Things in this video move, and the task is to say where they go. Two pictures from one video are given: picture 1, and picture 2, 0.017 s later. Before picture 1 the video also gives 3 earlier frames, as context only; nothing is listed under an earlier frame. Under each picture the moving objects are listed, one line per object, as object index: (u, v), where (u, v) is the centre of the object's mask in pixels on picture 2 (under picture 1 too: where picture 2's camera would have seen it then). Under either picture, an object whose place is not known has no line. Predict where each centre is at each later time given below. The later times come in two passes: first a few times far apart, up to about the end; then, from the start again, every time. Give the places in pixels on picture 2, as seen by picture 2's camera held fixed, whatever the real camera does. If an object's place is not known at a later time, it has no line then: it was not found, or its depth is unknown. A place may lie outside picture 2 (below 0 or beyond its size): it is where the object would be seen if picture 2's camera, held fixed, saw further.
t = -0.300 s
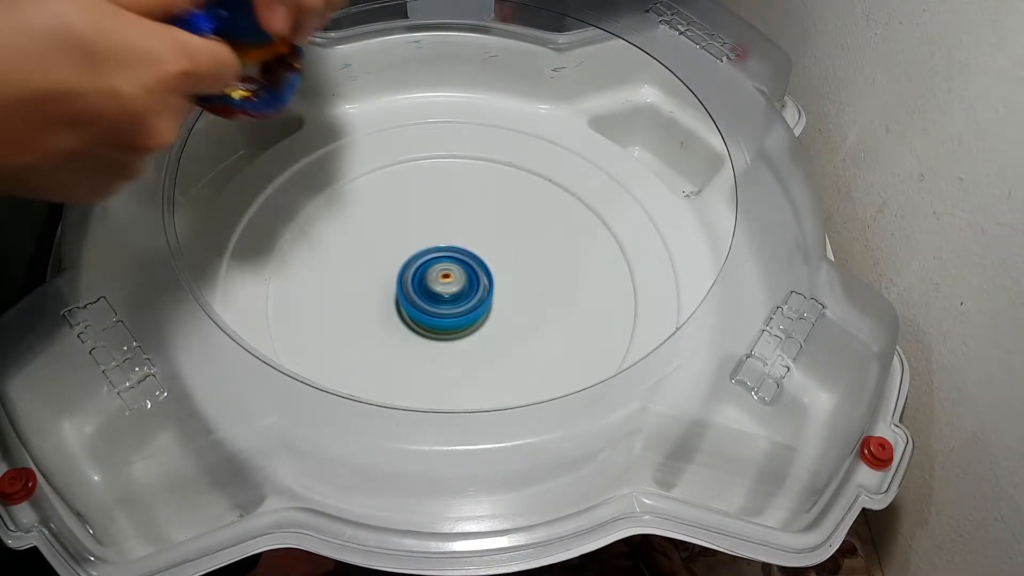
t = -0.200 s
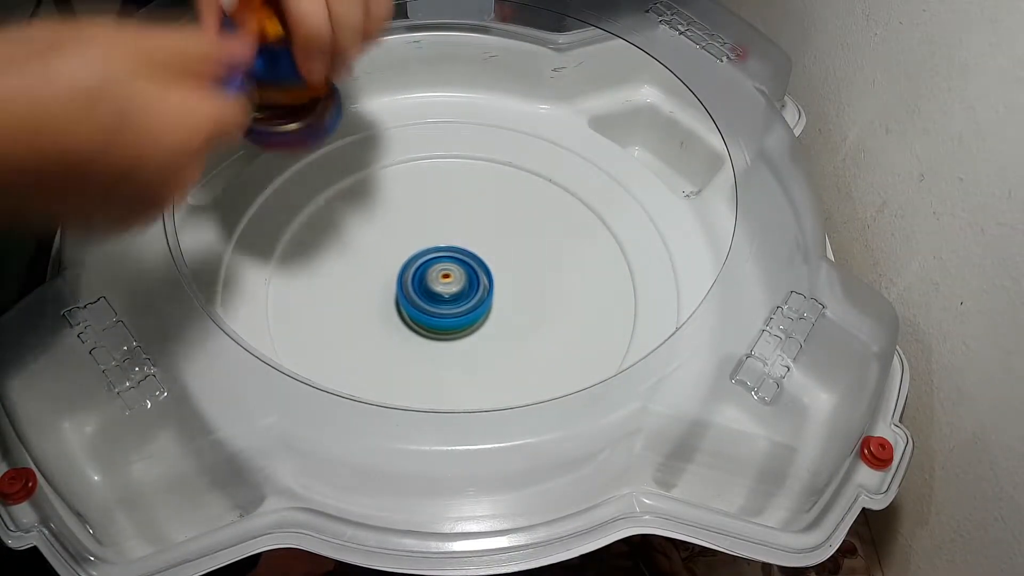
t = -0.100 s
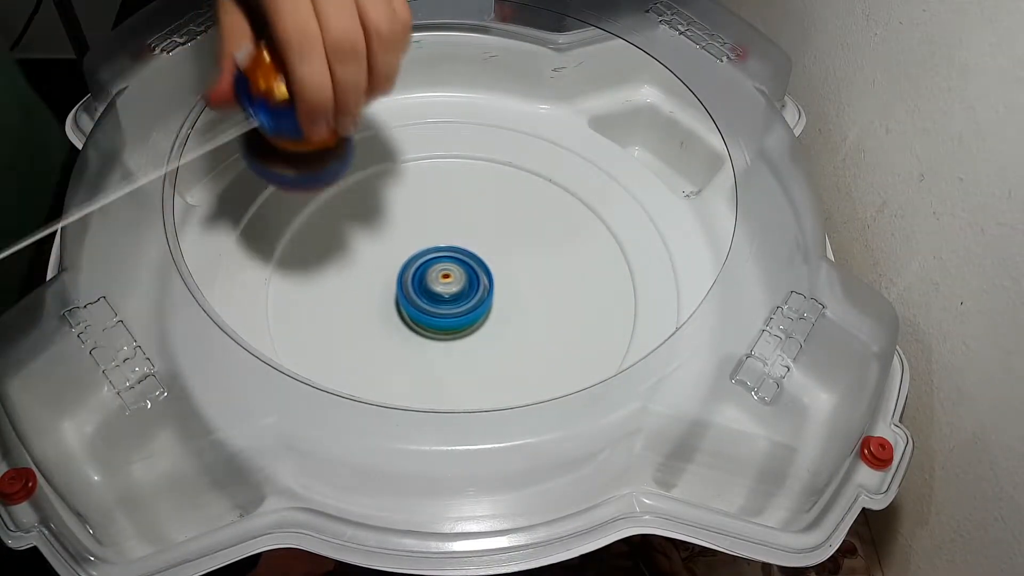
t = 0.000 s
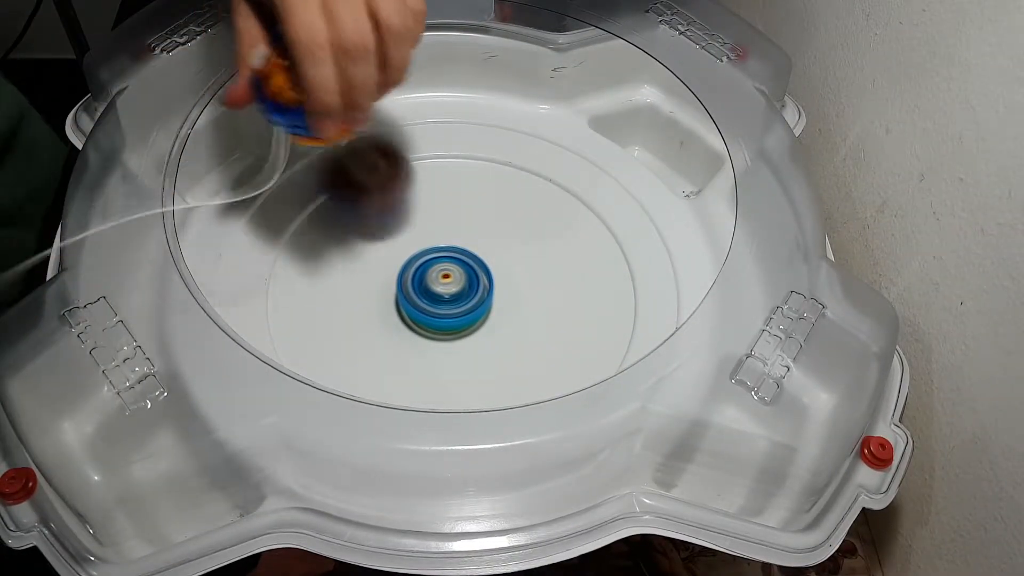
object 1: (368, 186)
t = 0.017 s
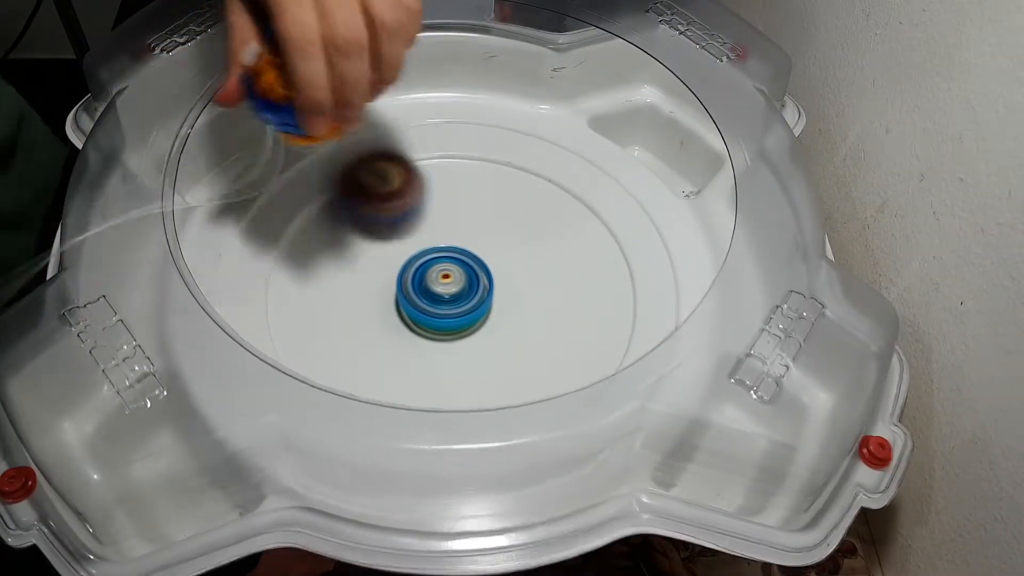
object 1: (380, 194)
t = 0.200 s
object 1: (524, 218)
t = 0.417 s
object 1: (570, 247)
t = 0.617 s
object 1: (519, 269)
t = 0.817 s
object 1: (495, 247)
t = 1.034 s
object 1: (466, 246)
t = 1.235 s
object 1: (484, 235)
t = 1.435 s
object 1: (468, 276)
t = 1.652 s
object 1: (531, 246)
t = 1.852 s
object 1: (497, 220)
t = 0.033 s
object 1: (390, 193)
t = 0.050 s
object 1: (407, 185)
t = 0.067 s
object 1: (421, 185)
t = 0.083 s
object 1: (435, 187)
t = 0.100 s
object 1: (448, 199)
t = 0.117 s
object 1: (463, 204)
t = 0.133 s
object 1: (477, 212)
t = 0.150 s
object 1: (489, 215)
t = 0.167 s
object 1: (500, 216)
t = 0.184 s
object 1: (512, 217)
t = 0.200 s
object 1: (524, 218)
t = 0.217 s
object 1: (533, 218)
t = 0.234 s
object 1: (542, 220)
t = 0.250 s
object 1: (549, 221)
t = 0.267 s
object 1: (556, 222)
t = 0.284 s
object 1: (562, 224)
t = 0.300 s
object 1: (567, 226)
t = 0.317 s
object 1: (570, 228)
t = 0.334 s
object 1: (573, 231)
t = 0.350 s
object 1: (574, 234)
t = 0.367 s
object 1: (575, 237)
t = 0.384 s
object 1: (574, 240)
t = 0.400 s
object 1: (573, 244)
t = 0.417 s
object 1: (570, 247)
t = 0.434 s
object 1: (567, 251)
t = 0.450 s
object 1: (563, 254)
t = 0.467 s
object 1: (557, 258)
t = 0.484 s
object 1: (552, 261)
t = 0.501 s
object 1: (546, 265)
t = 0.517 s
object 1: (538, 268)
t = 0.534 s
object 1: (531, 271)
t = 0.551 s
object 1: (524, 274)
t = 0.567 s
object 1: (521, 274)
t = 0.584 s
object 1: (520, 273)
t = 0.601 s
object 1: (520, 271)
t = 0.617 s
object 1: (519, 269)
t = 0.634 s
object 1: (518, 267)
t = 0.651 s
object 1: (517, 265)
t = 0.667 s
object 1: (516, 263)
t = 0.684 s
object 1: (514, 262)
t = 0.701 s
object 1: (512, 260)
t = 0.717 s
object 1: (510, 257)
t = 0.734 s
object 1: (508, 256)
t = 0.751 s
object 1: (505, 254)
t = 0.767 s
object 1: (503, 252)
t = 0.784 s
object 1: (500, 250)
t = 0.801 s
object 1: (497, 249)
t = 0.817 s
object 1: (495, 247)
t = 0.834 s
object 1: (492, 245)
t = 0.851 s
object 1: (489, 244)
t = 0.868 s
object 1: (486, 243)
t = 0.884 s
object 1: (482, 242)
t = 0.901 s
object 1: (479, 242)
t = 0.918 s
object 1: (475, 242)
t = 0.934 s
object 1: (471, 243)
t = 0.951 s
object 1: (466, 246)
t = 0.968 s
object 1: (463, 248)
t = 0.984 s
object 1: (460, 250)
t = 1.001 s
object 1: (459, 251)
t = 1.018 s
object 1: (461, 249)
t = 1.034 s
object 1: (466, 246)
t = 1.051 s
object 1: (470, 243)
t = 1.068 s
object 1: (475, 240)
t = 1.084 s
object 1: (478, 238)
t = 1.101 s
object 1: (482, 236)
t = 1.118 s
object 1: (484, 235)
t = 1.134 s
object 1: (486, 234)
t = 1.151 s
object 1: (487, 234)
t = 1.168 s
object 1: (488, 234)
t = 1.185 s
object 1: (488, 234)
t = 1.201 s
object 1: (487, 233)
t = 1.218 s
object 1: (486, 234)
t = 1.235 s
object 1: (484, 235)
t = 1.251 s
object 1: (481, 237)
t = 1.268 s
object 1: (479, 239)
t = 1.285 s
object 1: (476, 241)
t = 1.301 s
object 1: (474, 244)
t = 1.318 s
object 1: (471, 247)
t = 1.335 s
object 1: (469, 251)
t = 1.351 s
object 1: (467, 255)
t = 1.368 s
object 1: (466, 260)
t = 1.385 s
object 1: (465, 265)
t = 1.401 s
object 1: (464, 270)
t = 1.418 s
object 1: (464, 274)
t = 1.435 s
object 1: (468, 276)
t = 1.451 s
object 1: (474, 275)
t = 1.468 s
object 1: (480, 273)
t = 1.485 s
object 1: (487, 271)
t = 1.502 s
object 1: (493, 269)
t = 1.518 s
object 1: (499, 267)
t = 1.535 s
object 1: (505, 264)
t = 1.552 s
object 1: (511, 262)
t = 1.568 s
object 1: (516, 259)
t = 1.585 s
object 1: (520, 257)
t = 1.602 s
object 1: (524, 254)
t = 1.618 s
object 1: (527, 251)
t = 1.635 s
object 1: (530, 248)
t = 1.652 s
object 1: (531, 246)
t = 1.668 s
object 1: (533, 243)
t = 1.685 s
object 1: (533, 240)
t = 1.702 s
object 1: (532, 237)
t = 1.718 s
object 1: (531, 235)
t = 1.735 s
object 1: (529, 232)
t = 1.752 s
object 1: (527, 230)
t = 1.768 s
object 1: (524, 228)
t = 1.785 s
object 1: (520, 226)
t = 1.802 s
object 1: (515, 224)
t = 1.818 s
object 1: (510, 223)
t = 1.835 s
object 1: (504, 221)
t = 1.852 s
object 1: (497, 220)
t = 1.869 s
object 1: (489, 220)
